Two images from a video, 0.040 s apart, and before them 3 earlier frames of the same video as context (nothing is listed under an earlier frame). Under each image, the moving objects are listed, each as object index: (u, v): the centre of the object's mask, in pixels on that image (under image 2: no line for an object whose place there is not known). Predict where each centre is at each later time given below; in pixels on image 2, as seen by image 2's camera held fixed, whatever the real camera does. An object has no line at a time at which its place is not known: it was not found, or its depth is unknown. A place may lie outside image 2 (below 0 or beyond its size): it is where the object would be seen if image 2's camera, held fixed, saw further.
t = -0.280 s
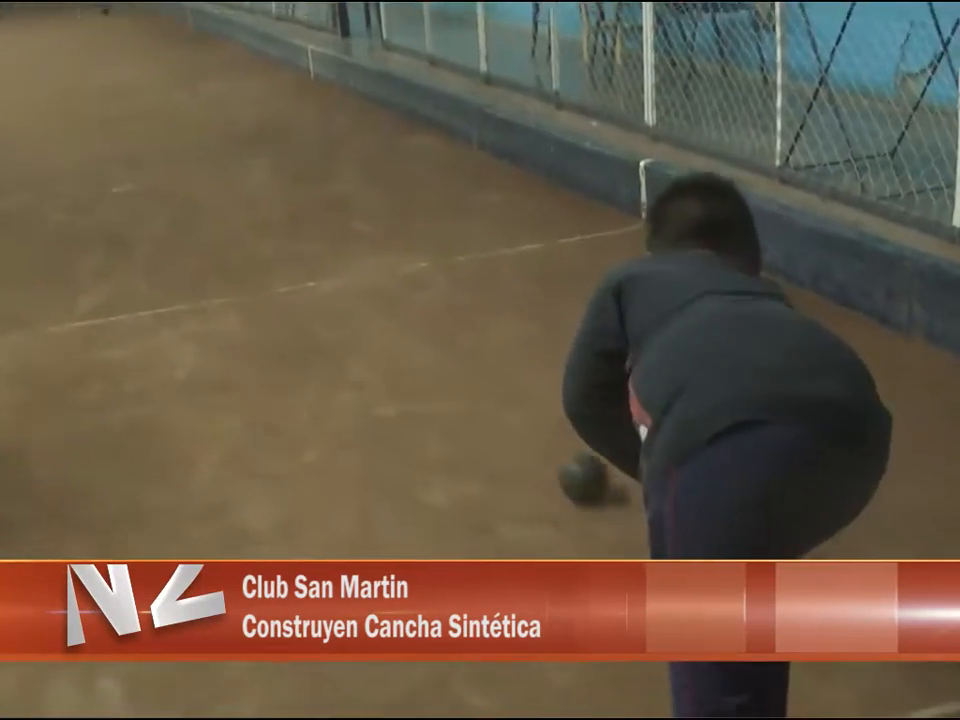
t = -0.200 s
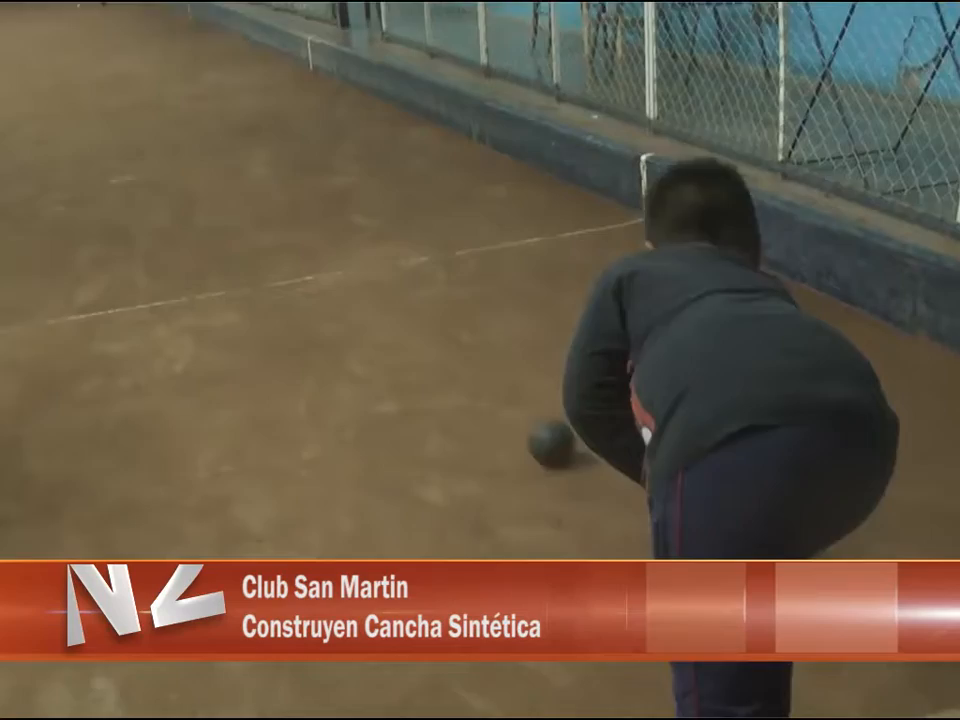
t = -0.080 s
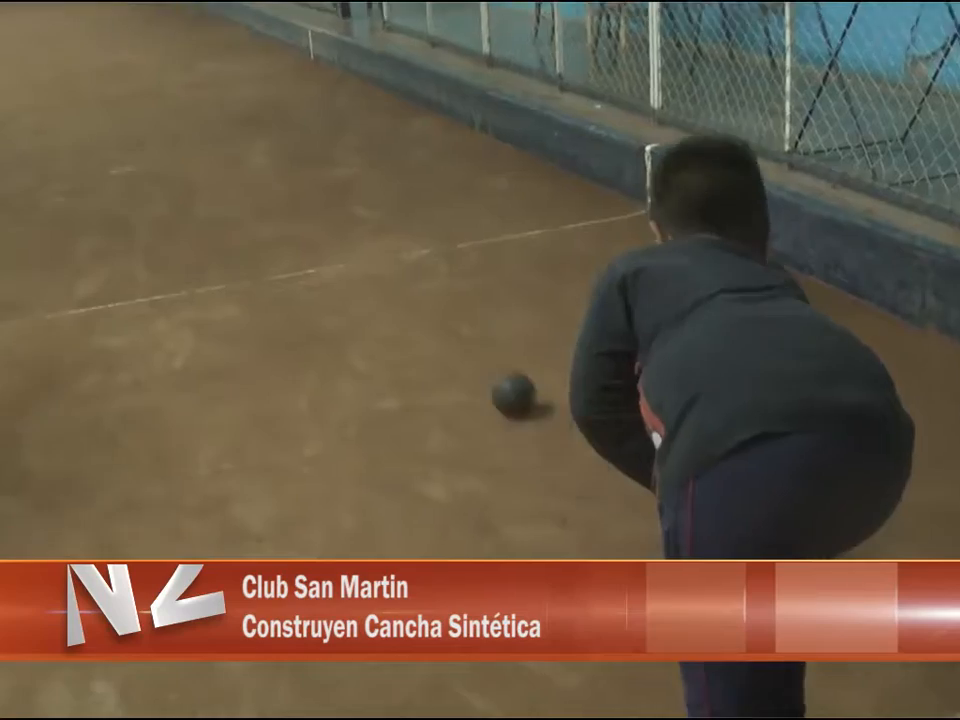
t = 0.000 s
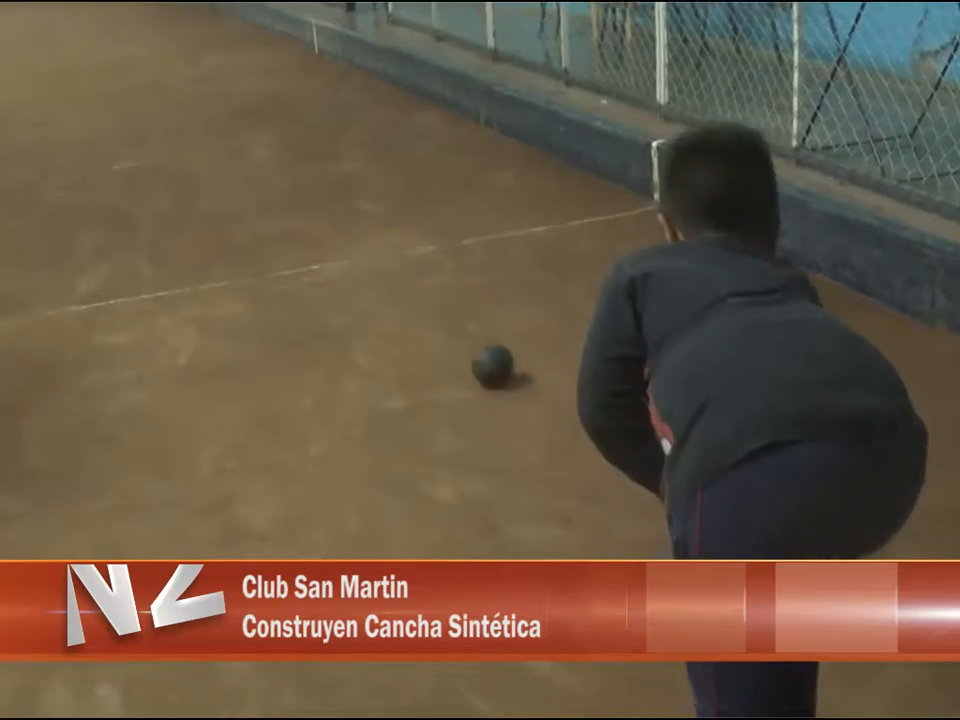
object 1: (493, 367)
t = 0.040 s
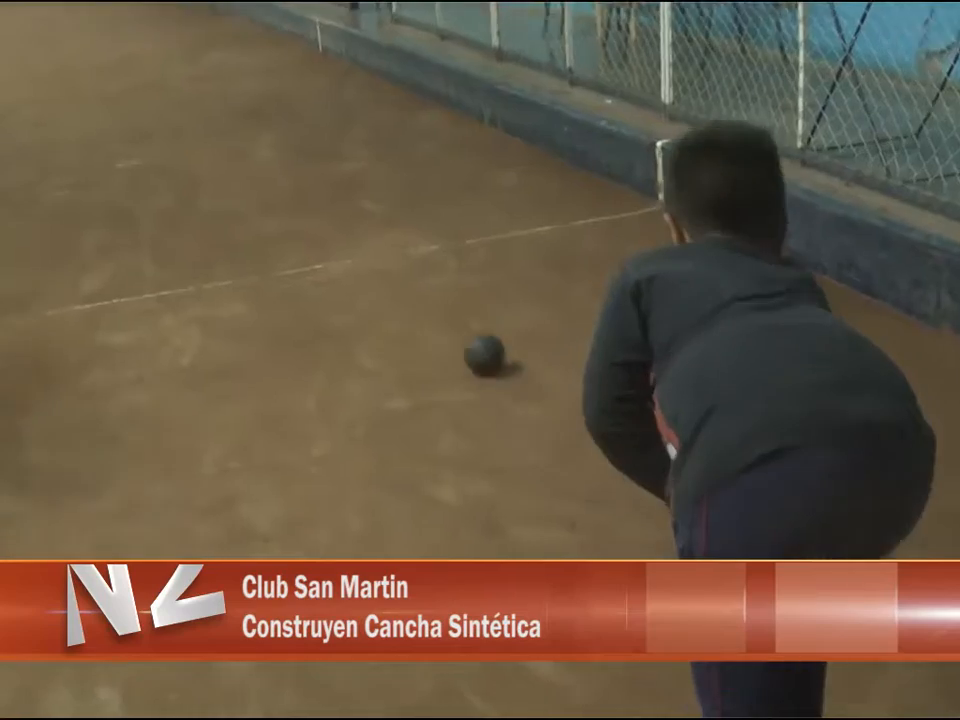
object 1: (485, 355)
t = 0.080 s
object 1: (473, 345)
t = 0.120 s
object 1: (462, 333)
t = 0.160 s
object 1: (452, 322)
